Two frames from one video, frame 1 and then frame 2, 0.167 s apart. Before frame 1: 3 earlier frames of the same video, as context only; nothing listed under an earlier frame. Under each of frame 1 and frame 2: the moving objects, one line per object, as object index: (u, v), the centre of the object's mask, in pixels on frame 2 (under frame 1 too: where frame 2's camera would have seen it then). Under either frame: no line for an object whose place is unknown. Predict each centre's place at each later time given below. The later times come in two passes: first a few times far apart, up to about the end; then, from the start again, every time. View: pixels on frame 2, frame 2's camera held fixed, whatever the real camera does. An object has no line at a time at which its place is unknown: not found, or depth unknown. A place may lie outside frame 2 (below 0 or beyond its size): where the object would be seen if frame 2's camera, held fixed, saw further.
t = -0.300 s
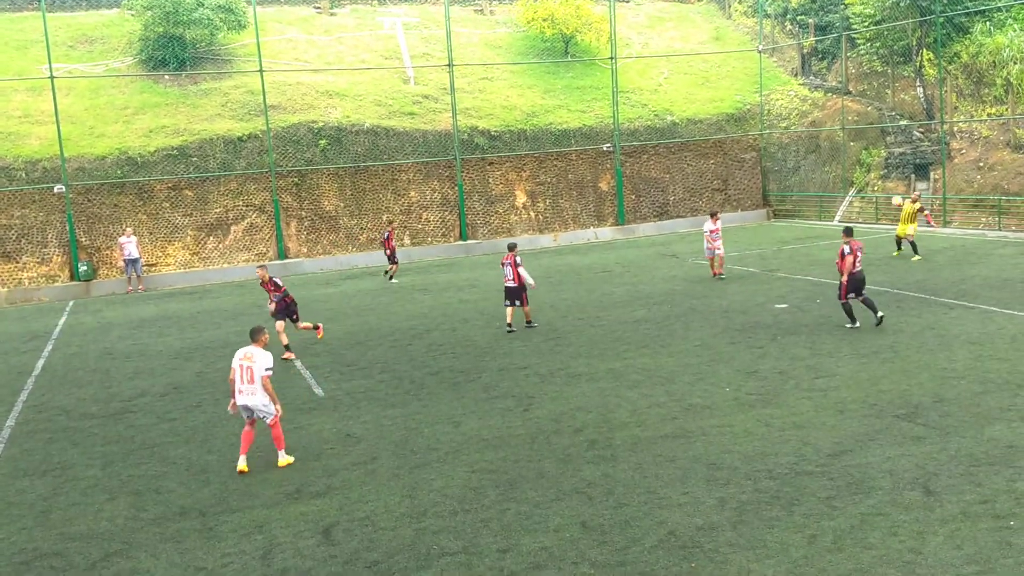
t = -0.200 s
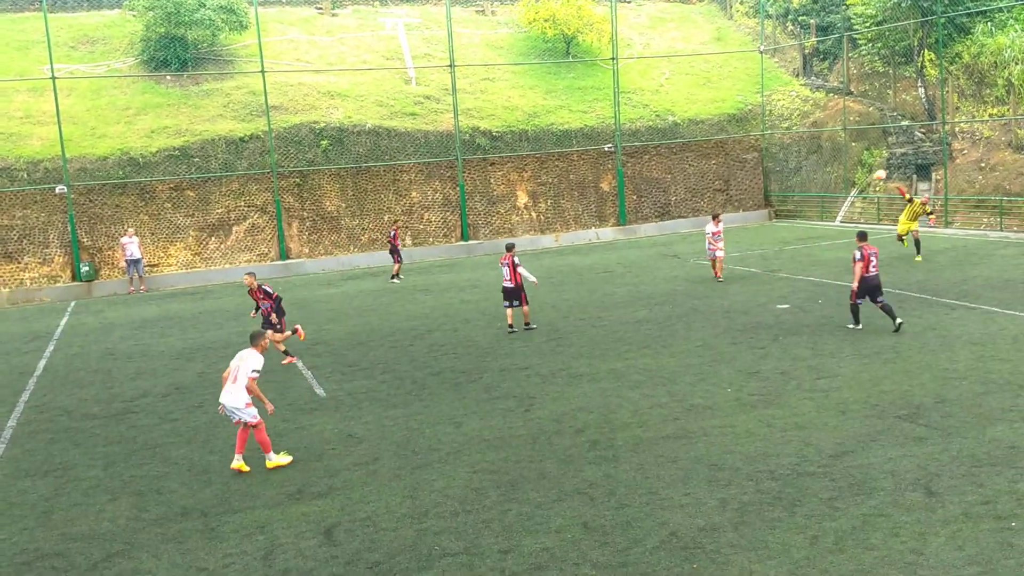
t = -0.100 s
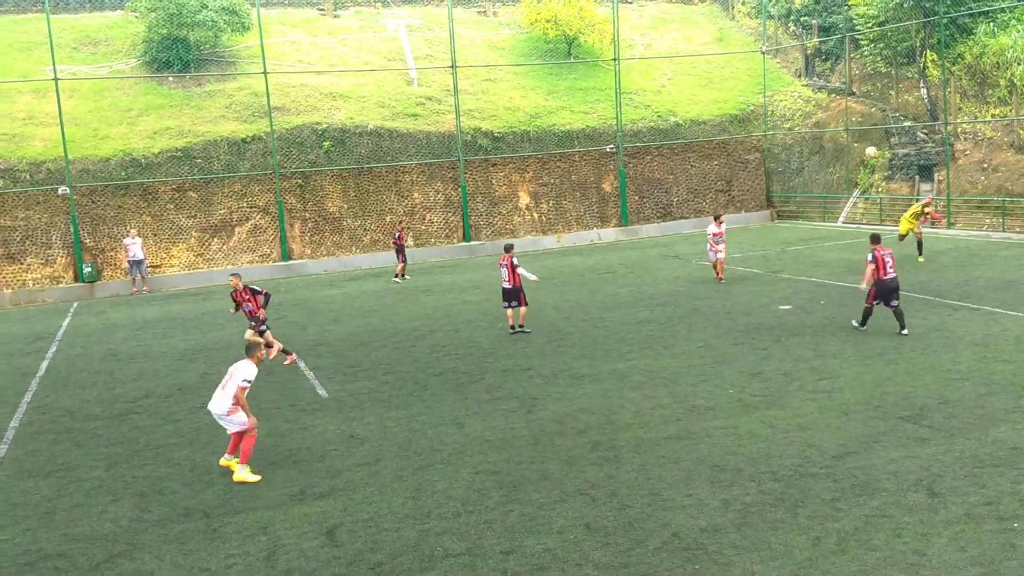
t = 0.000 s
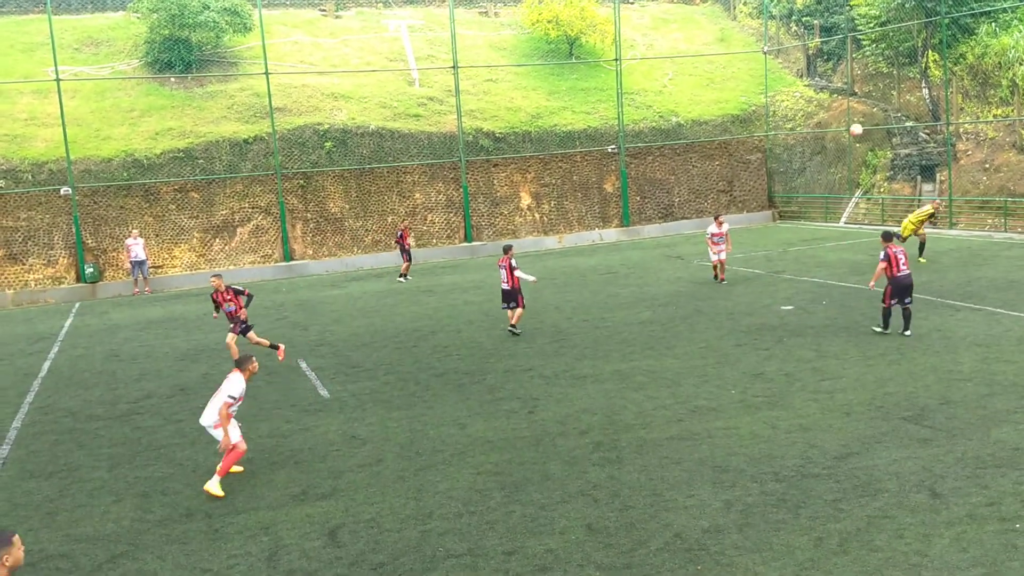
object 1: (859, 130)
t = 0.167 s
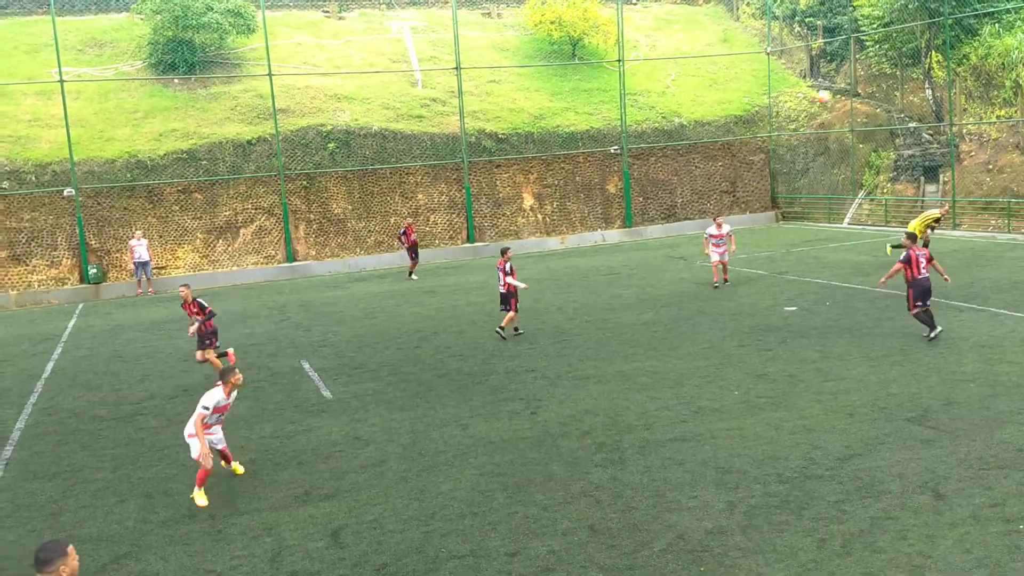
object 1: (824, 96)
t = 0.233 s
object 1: (805, 86)
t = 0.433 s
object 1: (735, 59)
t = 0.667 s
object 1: (609, 53)
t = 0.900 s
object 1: (406, 99)
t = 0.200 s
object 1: (815, 91)
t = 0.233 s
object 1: (805, 86)
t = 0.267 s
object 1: (796, 79)
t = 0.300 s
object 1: (785, 74)
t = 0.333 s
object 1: (772, 70)
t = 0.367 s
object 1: (761, 66)
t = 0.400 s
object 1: (748, 62)
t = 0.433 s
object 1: (735, 59)
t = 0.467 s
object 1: (720, 56)
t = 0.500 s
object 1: (705, 53)
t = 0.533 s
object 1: (686, 52)
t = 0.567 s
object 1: (669, 51)
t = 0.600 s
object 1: (651, 51)
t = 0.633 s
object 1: (630, 52)
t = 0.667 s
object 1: (609, 53)
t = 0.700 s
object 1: (584, 56)
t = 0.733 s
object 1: (561, 59)
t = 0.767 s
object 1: (535, 65)
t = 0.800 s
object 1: (506, 71)
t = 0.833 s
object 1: (476, 79)
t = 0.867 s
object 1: (442, 87)
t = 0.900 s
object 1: (406, 99)
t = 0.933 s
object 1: (369, 113)
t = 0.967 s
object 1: (328, 128)
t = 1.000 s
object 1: (280, 146)
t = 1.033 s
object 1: (229, 166)
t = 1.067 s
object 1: (176, 190)
